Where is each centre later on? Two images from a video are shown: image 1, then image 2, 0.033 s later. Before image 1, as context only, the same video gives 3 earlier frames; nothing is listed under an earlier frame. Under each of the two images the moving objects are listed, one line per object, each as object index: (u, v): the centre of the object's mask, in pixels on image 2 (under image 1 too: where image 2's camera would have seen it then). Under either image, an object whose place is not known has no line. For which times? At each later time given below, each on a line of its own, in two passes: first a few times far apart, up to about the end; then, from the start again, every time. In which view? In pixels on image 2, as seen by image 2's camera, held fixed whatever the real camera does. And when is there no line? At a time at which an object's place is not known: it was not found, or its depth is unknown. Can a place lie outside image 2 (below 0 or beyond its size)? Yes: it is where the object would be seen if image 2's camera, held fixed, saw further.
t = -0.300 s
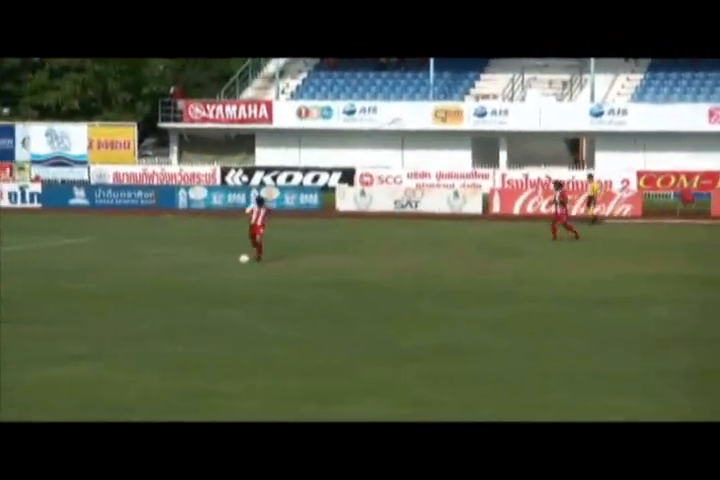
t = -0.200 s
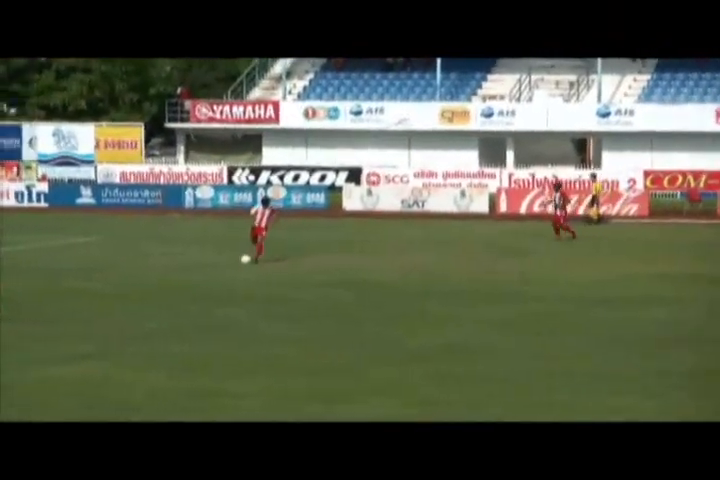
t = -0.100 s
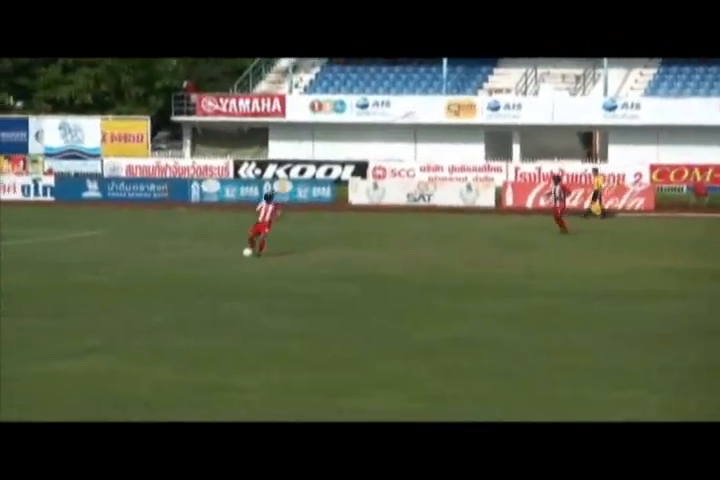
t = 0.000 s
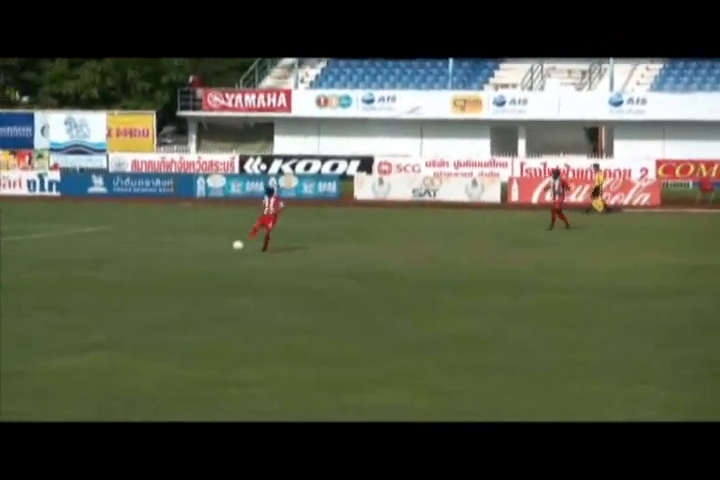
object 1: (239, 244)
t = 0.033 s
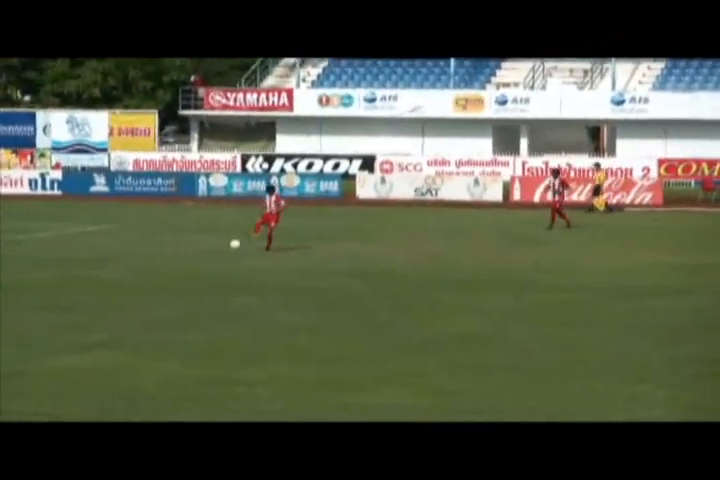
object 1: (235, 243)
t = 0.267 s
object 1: (195, 257)
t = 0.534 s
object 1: (163, 266)
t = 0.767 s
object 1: (136, 289)
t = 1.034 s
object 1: (114, 286)
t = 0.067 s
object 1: (227, 244)
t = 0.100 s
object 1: (221, 244)
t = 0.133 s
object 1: (216, 245)
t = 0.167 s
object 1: (210, 248)
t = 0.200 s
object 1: (205, 250)
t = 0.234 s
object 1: (201, 253)
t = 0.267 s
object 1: (195, 257)
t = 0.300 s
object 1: (189, 263)
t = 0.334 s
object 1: (187, 268)
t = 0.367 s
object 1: (181, 268)
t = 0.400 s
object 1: (177, 267)
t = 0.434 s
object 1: (174, 266)
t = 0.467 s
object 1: (170, 266)
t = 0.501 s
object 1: (166, 265)
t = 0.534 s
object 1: (163, 266)
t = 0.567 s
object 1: (160, 267)
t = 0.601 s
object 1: (154, 271)
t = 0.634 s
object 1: (152, 274)
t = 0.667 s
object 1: (147, 277)
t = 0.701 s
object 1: (143, 282)
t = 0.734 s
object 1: (140, 287)
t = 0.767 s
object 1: (136, 289)
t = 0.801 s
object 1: (132, 286)
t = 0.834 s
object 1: (131, 285)
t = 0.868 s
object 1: (128, 284)
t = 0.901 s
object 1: (125, 283)
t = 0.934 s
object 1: (122, 283)
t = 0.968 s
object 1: (119, 284)
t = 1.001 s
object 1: (116, 285)
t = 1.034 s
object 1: (114, 286)
